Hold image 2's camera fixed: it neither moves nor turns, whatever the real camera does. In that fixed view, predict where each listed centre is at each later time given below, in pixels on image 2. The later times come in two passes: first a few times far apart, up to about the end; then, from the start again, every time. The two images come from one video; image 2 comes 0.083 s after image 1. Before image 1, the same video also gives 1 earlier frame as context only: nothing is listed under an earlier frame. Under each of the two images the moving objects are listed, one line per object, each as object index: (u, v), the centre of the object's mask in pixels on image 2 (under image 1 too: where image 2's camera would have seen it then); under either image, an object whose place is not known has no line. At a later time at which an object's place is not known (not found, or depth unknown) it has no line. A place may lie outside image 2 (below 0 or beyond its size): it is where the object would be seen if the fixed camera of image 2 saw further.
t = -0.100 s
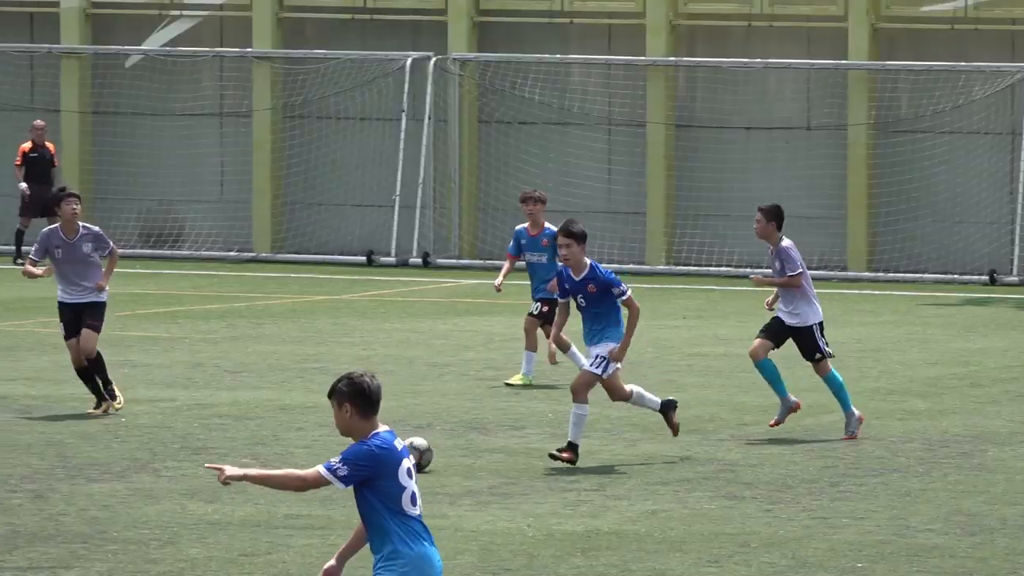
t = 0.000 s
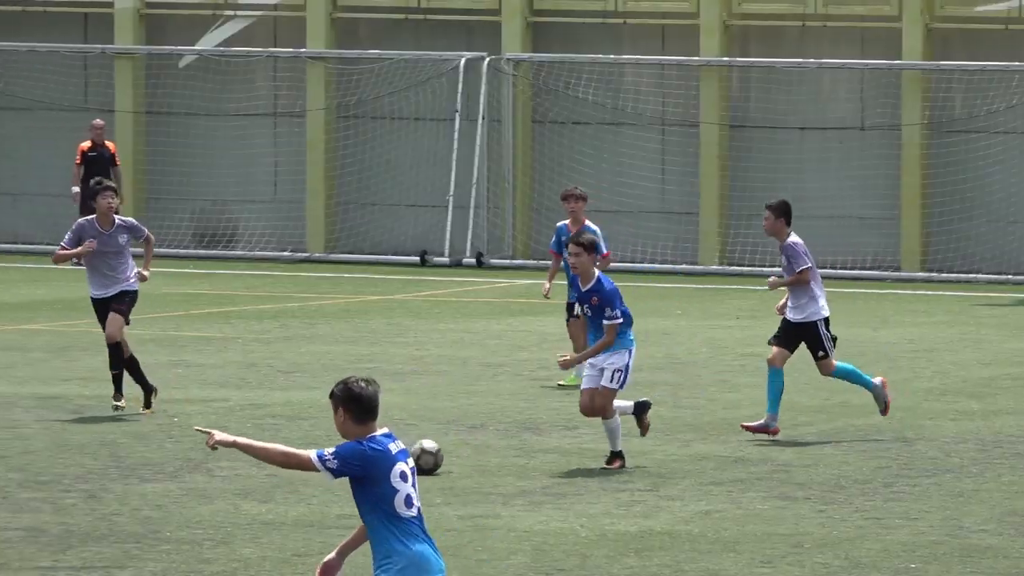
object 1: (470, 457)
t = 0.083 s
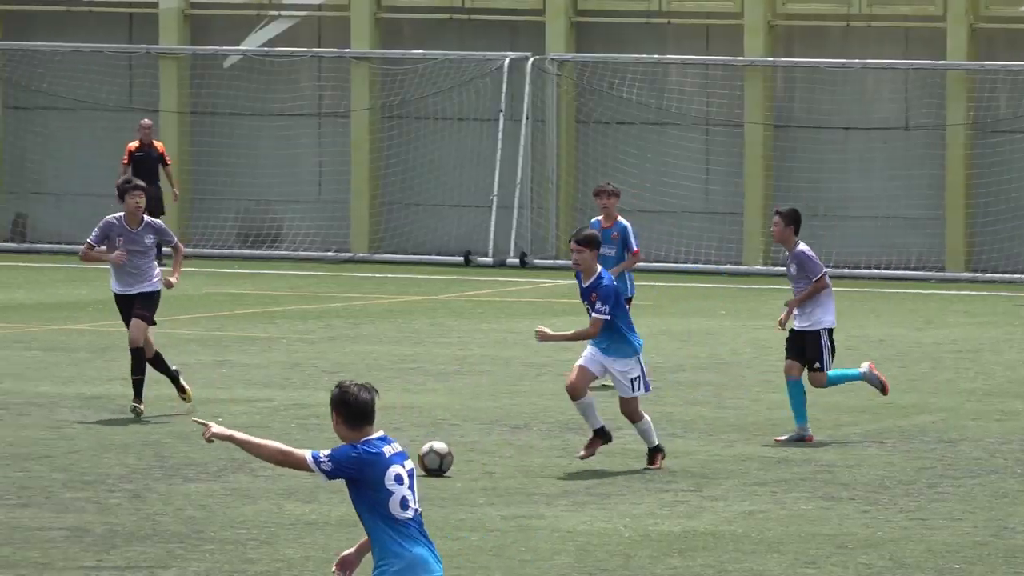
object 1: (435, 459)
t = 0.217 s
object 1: (380, 462)
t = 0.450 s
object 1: (287, 466)
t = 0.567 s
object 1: (240, 471)
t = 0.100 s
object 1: (429, 459)
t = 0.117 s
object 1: (422, 459)
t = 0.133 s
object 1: (415, 459)
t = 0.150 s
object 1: (408, 460)
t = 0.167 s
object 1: (401, 461)
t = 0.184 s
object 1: (394, 461)
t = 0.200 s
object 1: (387, 461)
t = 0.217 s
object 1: (380, 462)
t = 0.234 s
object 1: (374, 462)
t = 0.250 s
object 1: (367, 463)
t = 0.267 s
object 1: (360, 464)
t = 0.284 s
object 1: (353, 464)
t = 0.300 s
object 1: (347, 463)
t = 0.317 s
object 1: (340, 464)
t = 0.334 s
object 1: (333, 464)
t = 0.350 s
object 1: (327, 464)
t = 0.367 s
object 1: (320, 466)
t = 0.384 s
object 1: (313, 467)
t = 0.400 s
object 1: (306, 466)
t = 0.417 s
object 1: (300, 466)
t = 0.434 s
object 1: (293, 466)
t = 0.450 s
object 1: (287, 466)
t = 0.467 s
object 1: (280, 467)
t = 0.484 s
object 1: (273, 469)
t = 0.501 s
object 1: (266, 470)
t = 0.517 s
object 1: (260, 470)
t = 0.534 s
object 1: (253, 470)
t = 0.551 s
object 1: (246, 470)
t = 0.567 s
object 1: (240, 471)
